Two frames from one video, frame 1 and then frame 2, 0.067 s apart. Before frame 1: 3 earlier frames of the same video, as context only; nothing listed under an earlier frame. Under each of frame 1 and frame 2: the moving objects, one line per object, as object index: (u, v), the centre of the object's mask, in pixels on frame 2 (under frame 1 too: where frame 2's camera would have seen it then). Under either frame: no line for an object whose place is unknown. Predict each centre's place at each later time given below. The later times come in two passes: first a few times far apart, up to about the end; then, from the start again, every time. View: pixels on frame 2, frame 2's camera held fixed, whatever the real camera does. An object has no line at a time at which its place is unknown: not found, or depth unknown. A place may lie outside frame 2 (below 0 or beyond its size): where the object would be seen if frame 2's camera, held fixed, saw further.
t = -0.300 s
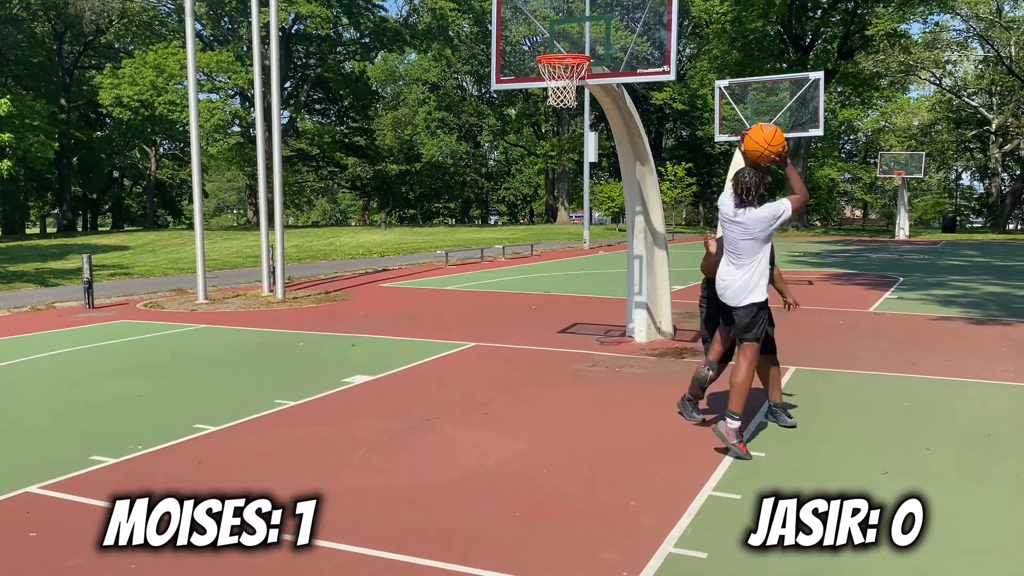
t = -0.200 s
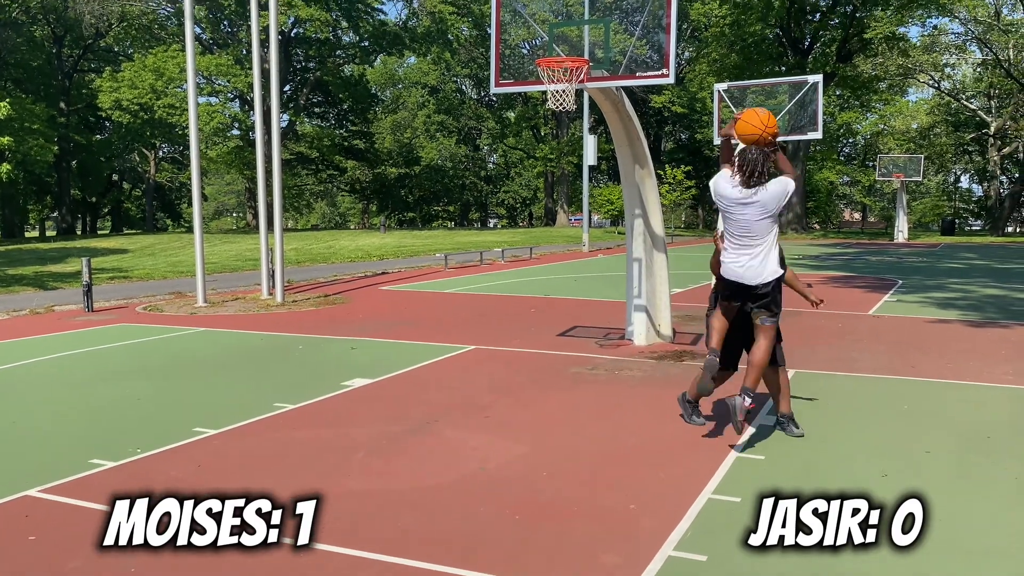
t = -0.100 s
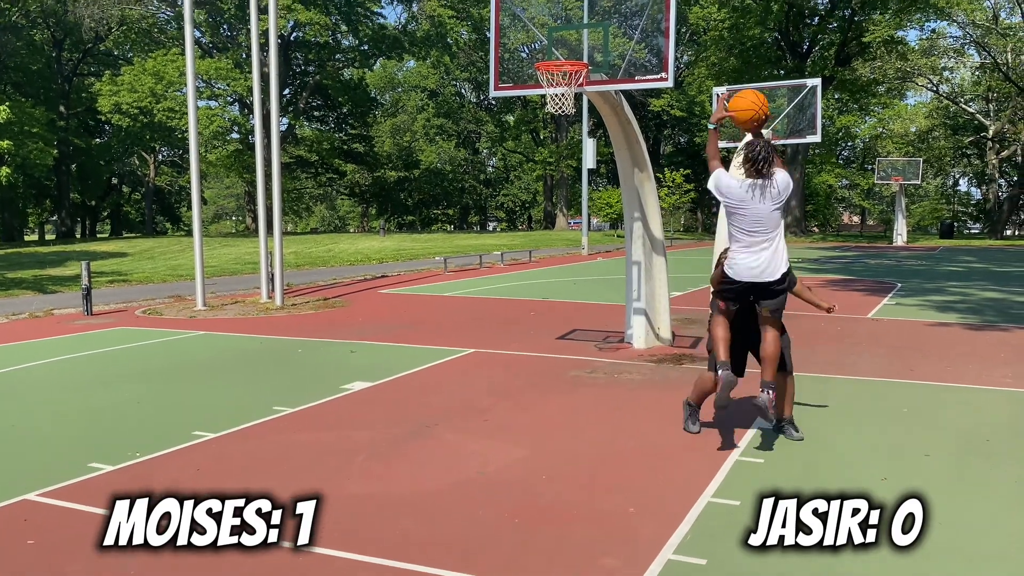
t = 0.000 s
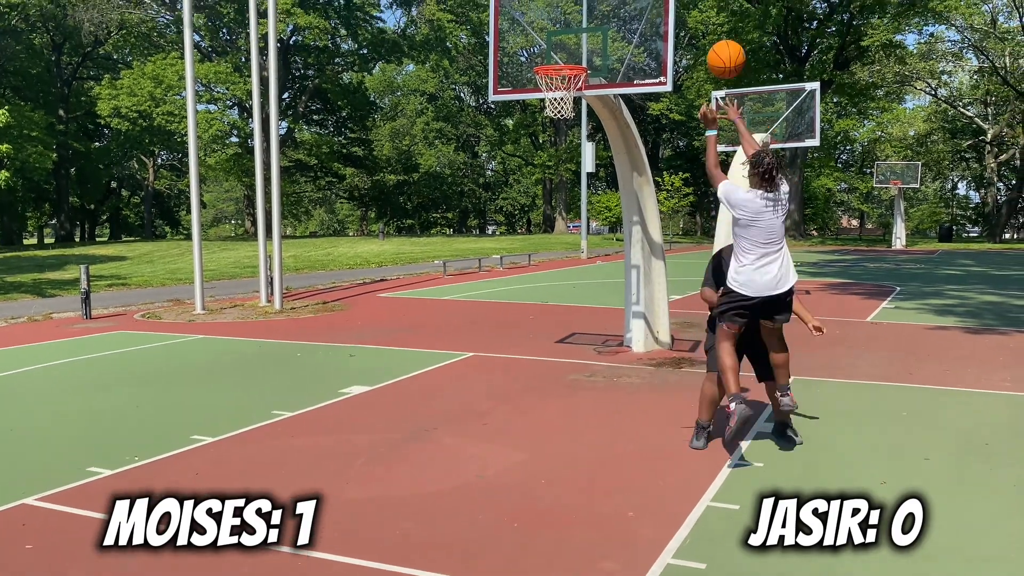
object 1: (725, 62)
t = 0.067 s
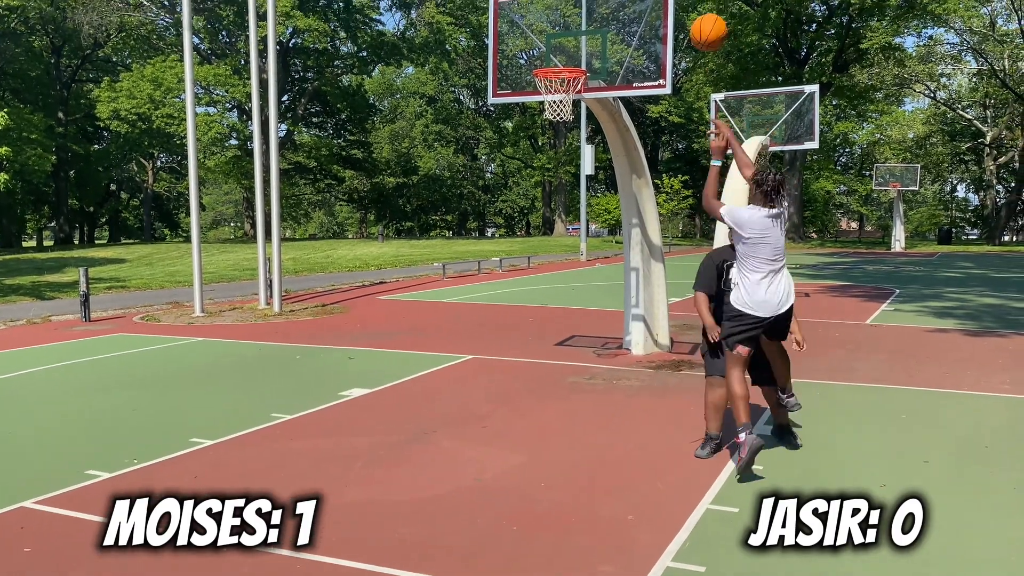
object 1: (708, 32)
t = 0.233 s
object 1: (671, 0)
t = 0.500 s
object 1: (622, 13)
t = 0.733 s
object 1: (593, 49)
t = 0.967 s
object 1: (613, 13)
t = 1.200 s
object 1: (632, 40)
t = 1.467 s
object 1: (652, 152)
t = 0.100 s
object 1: (700, 21)
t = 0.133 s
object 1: (693, 12)
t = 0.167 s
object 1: (685, 6)
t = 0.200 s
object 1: (678, 3)
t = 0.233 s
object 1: (671, 0)
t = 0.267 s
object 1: (664, -2)
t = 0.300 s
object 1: (657, -3)
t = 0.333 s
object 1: (651, -4)
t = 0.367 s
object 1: (645, -4)
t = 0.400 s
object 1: (639, -3)
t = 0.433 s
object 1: (633, 1)
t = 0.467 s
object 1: (627, 7)
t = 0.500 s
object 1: (622, 13)
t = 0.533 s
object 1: (616, 21)
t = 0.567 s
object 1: (611, 30)
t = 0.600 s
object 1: (606, 41)
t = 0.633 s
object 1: (602, 50)
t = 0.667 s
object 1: (595, 56)
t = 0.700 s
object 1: (591, 58)
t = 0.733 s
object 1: (593, 49)
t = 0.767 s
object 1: (596, 40)
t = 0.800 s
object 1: (599, 32)
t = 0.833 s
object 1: (602, 26)
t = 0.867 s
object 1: (605, 21)
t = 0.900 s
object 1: (607, 17)
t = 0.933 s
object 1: (610, 15)
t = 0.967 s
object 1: (613, 13)
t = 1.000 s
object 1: (615, 13)
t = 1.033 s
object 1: (618, 14)
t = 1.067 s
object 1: (621, 17)
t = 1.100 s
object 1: (624, 21)
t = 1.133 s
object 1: (627, 25)
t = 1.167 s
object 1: (629, 32)
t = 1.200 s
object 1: (632, 40)
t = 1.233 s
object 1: (635, 49)
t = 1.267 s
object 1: (637, 60)
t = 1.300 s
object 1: (639, 71)
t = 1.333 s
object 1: (643, 86)
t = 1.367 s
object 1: (645, 100)
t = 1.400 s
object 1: (647, 117)
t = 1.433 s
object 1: (650, 134)
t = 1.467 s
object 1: (652, 152)
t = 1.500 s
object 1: (654, 173)
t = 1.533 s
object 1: (657, 195)
